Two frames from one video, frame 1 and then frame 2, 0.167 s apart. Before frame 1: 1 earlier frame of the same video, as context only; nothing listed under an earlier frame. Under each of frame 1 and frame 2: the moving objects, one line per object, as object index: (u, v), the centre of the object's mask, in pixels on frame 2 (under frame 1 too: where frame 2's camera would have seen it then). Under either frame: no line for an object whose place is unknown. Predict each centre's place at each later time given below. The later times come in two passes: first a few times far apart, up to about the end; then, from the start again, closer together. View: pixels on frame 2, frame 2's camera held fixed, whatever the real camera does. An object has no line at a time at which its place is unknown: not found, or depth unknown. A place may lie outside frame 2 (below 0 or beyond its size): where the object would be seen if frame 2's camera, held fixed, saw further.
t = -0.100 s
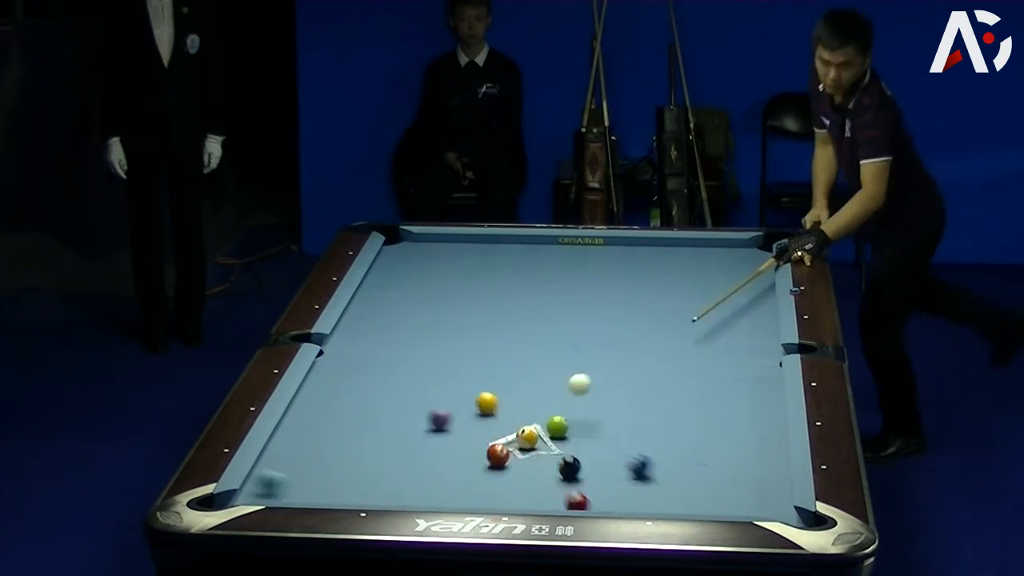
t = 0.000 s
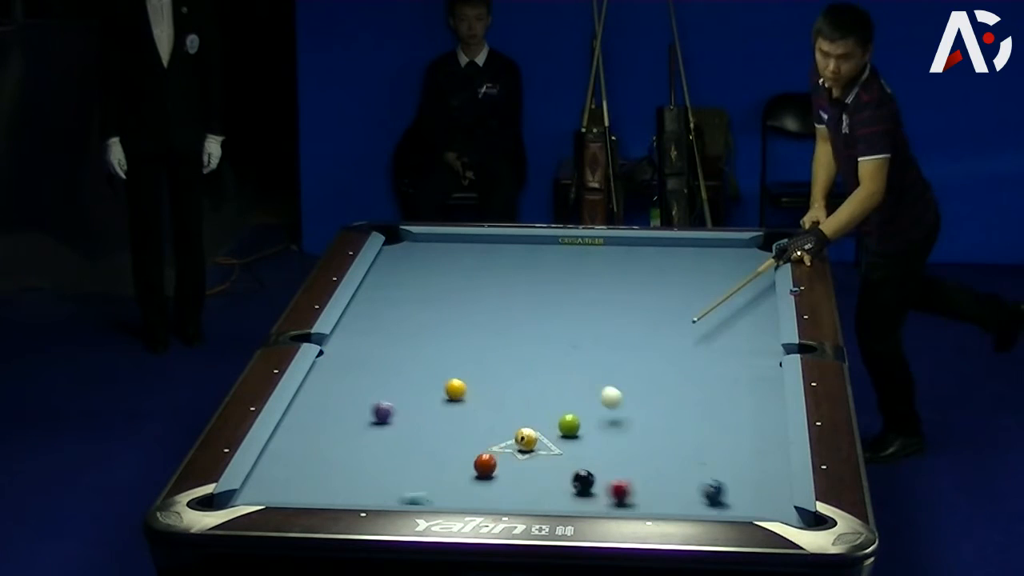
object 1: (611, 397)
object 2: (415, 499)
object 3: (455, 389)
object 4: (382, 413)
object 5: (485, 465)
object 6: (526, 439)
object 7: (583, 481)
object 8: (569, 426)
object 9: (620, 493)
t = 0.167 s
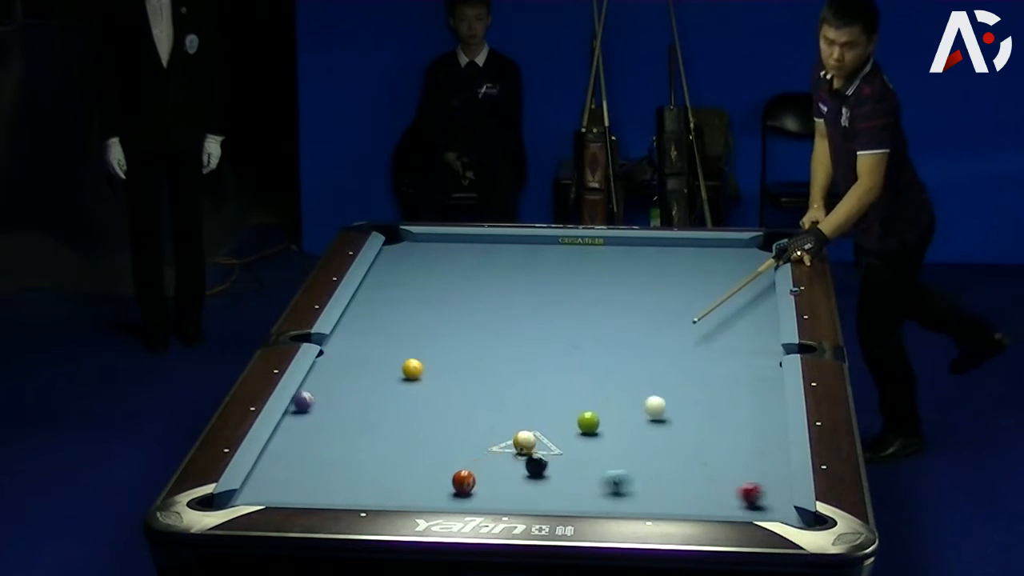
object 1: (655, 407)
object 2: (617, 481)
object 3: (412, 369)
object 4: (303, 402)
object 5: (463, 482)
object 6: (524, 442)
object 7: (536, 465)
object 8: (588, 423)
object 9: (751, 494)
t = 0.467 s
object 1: (710, 418)
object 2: (697, 434)
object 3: (342, 335)
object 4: (395, 382)
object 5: (429, 498)
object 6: (522, 447)
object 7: (480, 448)
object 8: (621, 419)
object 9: (679, 480)
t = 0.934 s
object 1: (773, 436)
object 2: (598, 348)
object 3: (420, 305)
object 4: (522, 354)
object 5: (411, 473)
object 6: (504, 448)
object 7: (404, 427)
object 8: (568, 419)
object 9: (531, 461)
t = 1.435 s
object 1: (737, 444)
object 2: (537, 276)
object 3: (495, 277)
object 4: (641, 327)
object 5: (395, 447)
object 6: (424, 430)
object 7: (333, 408)
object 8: (500, 419)
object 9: (472, 468)
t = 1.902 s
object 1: (710, 450)
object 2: (471, 248)
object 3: (555, 254)
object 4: (739, 305)
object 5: (382, 426)
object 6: (359, 414)
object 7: (322, 396)
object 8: (444, 420)
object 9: (423, 474)
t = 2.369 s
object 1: (687, 456)
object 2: (381, 275)
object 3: (605, 245)
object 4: (735, 289)
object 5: (371, 408)
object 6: (302, 401)
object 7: (359, 390)
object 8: (394, 420)
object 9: (380, 480)
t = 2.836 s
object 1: (670, 461)
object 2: (420, 303)
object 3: (645, 258)
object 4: (694, 278)
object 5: (361, 393)
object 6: (337, 397)
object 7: (390, 384)
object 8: (351, 419)
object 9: (344, 485)
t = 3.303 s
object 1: (658, 465)
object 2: (461, 331)
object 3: (664, 262)
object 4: (677, 275)
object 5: (352, 381)
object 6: (367, 393)
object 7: (415, 381)
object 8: (314, 419)
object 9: (314, 490)
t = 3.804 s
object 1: (652, 467)
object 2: (507, 363)
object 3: (665, 259)
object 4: (679, 280)
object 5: (345, 371)
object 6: (392, 390)
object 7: (436, 377)
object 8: (297, 419)
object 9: (289, 492)
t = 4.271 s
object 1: (652, 468)
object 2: (551, 393)
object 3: (665, 257)
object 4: (681, 284)
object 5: (339, 363)
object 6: (410, 388)
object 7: (450, 375)
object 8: (309, 419)
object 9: (273, 494)
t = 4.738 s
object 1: (652, 468)
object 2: (595, 424)
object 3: (664, 256)
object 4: (683, 288)
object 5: (335, 358)
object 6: (422, 386)
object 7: (459, 374)
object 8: (315, 419)
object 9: (263, 495)
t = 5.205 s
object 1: (652, 468)
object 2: (637, 454)
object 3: (664, 256)
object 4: (683, 288)
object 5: (333, 354)
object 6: (429, 385)
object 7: (463, 373)
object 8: (316, 419)
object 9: (259, 495)
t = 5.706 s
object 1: (659, 486)
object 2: (676, 465)
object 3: (664, 256)
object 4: (684, 288)
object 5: (331, 351)
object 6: (430, 385)
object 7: (463, 373)
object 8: (316, 419)
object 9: (259, 495)
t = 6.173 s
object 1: (666, 503)
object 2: (703, 469)
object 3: (664, 256)
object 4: (684, 288)
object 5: (331, 350)
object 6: (430, 385)
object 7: (463, 373)
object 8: (316, 419)
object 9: (259, 495)
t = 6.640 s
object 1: (672, 505)
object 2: (725, 473)
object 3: (664, 256)
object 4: (684, 289)
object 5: (331, 350)
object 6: (430, 385)
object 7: (463, 373)
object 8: (317, 419)
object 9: (259, 495)
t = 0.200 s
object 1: (663, 408)
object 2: (652, 476)
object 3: (404, 365)
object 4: (311, 400)
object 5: (459, 485)
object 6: (524, 441)
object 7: (528, 462)
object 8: (592, 423)
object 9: (774, 494)
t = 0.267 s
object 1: (677, 410)
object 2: (719, 469)
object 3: (388, 357)
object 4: (336, 395)
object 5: (451, 492)
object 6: (524, 442)
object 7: (515, 458)
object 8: (599, 422)
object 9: (757, 492)
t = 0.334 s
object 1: (689, 413)
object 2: (778, 462)
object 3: (372, 350)
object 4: (357, 391)
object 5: (442, 497)
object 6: (523, 445)
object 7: (503, 455)
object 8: (607, 421)
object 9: (729, 488)
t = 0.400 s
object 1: (699, 415)
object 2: (736, 448)
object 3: (357, 343)
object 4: (376, 387)
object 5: (433, 500)
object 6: (523, 446)
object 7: (491, 451)
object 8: (614, 420)
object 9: (704, 484)
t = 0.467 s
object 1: (710, 418)
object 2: (697, 434)
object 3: (342, 335)
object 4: (395, 382)
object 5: (429, 498)
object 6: (522, 447)
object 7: (480, 448)
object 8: (621, 419)
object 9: (679, 480)
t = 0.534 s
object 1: (720, 421)
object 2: (663, 421)
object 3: (351, 331)
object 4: (414, 378)
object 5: (426, 496)
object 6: (522, 448)
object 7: (468, 445)
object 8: (628, 418)
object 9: (654, 476)
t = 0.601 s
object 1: (730, 423)
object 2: (647, 407)
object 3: (364, 326)
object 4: (433, 374)
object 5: (424, 493)
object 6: (522, 449)
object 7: (457, 442)
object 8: (620, 418)
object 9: (630, 473)
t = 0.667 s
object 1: (741, 426)
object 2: (638, 394)
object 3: (376, 322)
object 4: (452, 369)
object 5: (421, 489)
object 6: (521, 450)
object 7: (446, 439)
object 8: (607, 418)
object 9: (606, 469)
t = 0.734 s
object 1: (751, 429)
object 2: (628, 382)
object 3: (387, 318)
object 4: (469, 366)
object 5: (418, 485)
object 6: (521, 451)
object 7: (436, 436)
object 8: (597, 418)
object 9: (583, 465)
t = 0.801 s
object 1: (761, 431)
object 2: (618, 370)
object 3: (399, 313)
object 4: (487, 361)
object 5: (416, 481)
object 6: (521, 451)
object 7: (425, 433)
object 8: (587, 419)
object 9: (560, 462)
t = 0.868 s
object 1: (771, 434)
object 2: (607, 358)
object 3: (410, 309)
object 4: (504, 357)
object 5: (413, 477)
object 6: (519, 451)
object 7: (414, 430)
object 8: (577, 419)
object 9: (538, 459)
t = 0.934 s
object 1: (773, 436)
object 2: (598, 348)
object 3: (420, 305)
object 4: (522, 354)
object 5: (411, 473)
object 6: (504, 448)
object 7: (404, 427)
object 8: (568, 419)
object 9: (531, 461)
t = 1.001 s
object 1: (767, 437)
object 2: (589, 337)
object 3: (431, 301)
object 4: (539, 350)
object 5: (409, 469)
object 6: (492, 445)
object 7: (394, 424)
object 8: (558, 419)
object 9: (523, 462)
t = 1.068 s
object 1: (762, 438)
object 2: (580, 326)
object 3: (441, 297)
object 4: (555, 346)
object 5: (406, 465)
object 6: (481, 442)
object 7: (384, 421)
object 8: (549, 419)
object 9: (515, 463)
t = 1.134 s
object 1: (758, 439)
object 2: (572, 317)
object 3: (451, 293)
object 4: (571, 342)
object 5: (404, 462)
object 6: (470, 440)
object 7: (375, 419)
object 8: (540, 419)
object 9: (507, 464)
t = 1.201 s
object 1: (753, 440)
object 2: (564, 307)
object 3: (461, 290)
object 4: (587, 339)
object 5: (402, 458)
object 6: (459, 437)
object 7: (365, 416)
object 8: (531, 419)
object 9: (499, 465)
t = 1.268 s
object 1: (748, 441)
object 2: (556, 298)
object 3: (471, 286)
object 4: (603, 336)
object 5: (400, 455)
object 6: (449, 435)
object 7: (356, 414)
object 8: (522, 419)
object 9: (491, 466)
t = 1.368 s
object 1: (741, 443)
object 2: (545, 284)
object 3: (485, 281)
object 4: (626, 331)
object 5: (397, 450)
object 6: (434, 432)
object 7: (342, 410)
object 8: (509, 419)
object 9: (480, 467)
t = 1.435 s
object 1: (737, 444)
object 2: (537, 276)
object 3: (495, 277)
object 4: (641, 327)
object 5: (395, 447)
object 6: (424, 430)
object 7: (333, 408)
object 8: (500, 419)
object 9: (472, 468)
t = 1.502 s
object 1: (733, 445)
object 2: (530, 267)
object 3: (504, 274)
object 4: (656, 324)
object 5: (393, 444)
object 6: (414, 427)
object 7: (325, 406)
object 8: (492, 419)
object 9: (465, 469)
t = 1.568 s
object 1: (729, 446)
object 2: (524, 259)
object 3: (513, 270)
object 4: (670, 320)
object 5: (391, 440)
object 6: (405, 424)
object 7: (316, 403)
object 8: (483, 420)
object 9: (457, 470)
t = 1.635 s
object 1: (725, 447)
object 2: (516, 250)
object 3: (522, 267)
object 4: (685, 317)
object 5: (389, 437)
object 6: (396, 420)
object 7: (307, 401)
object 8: (475, 419)
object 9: (450, 471)
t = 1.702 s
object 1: (721, 448)
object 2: (510, 244)
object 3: (530, 264)
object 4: (699, 314)
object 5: (387, 434)
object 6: (385, 417)
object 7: (304, 399)
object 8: (467, 420)
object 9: (443, 472)
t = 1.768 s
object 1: (717, 449)
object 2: (503, 239)
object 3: (539, 261)
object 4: (712, 311)
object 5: (385, 431)
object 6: (375, 417)
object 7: (311, 398)
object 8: (459, 419)
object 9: (436, 472)
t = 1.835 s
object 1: (713, 449)
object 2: (487, 244)
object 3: (547, 257)
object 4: (726, 308)
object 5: (384, 429)
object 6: (367, 416)
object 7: (316, 397)
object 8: (452, 420)
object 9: (429, 473)
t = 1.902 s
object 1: (710, 450)
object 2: (471, 248)
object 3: (555, 254)
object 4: (739, 305)
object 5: (382, 426)
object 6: (359, 414)
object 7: (322, 396)
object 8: (444, 420)
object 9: (423, 474)
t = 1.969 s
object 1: (706, 451)
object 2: (456, 252)
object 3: (563, 251)
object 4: (753, 302)
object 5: (380, 423)
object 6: (350, 412)
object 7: (328, 395)
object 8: (437, 420)
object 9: (416, 475)
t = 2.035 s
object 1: (703, 452)
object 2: (440, 256)
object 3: (571, 248)
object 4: (765, 299)
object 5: (379, 420)
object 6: (341, 411)
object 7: (333, 393)
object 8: (429, 420)
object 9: (410, 477)
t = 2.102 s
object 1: (699, 453)
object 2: (424, 260)
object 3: (579, 245)
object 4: (761, 297)
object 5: (377, 418)
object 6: (333, 408)
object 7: (340, 391)
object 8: (422, 420)
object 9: (403, 477)
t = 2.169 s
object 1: (696, 454)
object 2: (409, 263)
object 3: (587, 242)
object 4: (754, 295)
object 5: (376, 415)
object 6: (325, 407)
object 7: (344, 392)
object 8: (415, 420)
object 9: (397, 478)
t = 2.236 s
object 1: (693, 455)
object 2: (393, 267)
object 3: (594, 241)
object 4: (748, 293)
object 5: (374, 413)
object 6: (317, 405)
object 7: (349, 391)
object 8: (408, 420)
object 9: (391, 479)
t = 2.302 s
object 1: (690, 455)
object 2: (377, 271)
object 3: (599, 243)
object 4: (741, 291)
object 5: (373, 410)
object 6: (309, 403)
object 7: (354, 390)
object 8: (401, 420)
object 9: (385, 480)
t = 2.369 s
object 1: (687, 456)
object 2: (381, 275)
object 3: (605, 245)
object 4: (735, 289)
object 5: (371, 408)
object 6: (302, 401)
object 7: (359, 390)
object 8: (394, 420)
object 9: (380, 480)
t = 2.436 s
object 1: (684, 457)
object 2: (386, 279)
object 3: (611, 247)
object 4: (729, 287)
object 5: (369, 406)
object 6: (307, 401)
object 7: (363, 387)
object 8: (388, 419)
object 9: (374, 481)
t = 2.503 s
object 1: (682, 458)
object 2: (392, 283)
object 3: (617, 249)
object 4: (723, 285)
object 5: (367, 403)
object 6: (312, 400)
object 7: (369, 385)
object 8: (381, 420)
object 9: (369, 482)
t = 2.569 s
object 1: (679, 459)
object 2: (397, 287)
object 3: (622, 251)
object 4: (717, 284)
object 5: (366, 400)
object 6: (317, 399)
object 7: (374, 385)
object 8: (375, 420)
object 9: (363, 483)
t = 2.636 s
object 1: (677, 459)
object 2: (403, 291)
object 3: (628, 253)
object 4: (712, 282)
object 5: (365, 399)
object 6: (322, 398)
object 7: (378, 386)
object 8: (369, 420)
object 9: (358, 483)
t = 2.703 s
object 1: (675, 460)
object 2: (409, 295)
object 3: (633, 255)
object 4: (706, 280)
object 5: (364, 397)
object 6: (327, 398)
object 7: (382, 386)
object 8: (363, 420)
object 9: (353, 484)
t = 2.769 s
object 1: (672, 460)
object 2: (415, 299)
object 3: (639, 256)
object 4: (700, 279)
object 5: (362, 395)
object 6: (333, 397)
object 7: (386, 385)
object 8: (357, 420)
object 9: (348, 485)
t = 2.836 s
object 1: (670, 461)
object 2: (420, 303)
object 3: (645, 258)
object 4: (694, 278)
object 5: (361, 393)
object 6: (337, 397)
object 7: (390, 384)
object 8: (351, 419)
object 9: (344, 485)
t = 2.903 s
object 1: (668, 462)
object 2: (426, 307)
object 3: (650, 260)
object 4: (690, 276)
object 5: (360, 391)
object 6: (342, 396)
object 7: (394, 384)
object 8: (345, 420)
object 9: (339, 486)
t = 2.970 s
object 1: (666, 462)
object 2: (432, 311)
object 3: (656, 262)
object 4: (684, 274)
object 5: (361, 388)
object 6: (346, 395)
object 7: (398, 383)
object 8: (340, 420)
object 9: (334, 487)
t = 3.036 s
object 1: (665, 463)
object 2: (438, 315)
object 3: (661, 264)
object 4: (679, 273)
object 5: (360, 385)
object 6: (351, 395)
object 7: (401, 383)
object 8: (334, 420)
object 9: (330, 488)
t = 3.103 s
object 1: (663, 463)
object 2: (443, 319)
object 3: (664, 264)
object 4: (675, 271)
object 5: (357, 381)
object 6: (355, 394)
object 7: (405, 382)
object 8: (329, 420)
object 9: (326, 488)
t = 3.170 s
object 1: (661, 464)
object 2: (449, 323)
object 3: (664, 263)
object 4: (676, 273)
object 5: (353, 381)
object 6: (359, 394)
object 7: (409, 382)
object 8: (324, 420)
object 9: (321, 489)
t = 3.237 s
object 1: (660, 464)
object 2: (455, 327)
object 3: (664, 263)
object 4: (677, 274)
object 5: (352, 381)
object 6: (364, 393)
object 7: (412, 381)
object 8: (319, 420)
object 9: (318, 490)
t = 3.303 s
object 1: (658, 465)
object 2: (461, 331)
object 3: (664, 262)
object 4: (677, 275)
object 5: (352, 381)
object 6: (367, 393)
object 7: (415, 381)
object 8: (314, 419)
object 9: (314, 490)
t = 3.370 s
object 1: (657, 465)
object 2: (467, 336)
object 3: (664, 262)
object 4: (677, 275)
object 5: (351, 380)
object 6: (371, 392)
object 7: (419, 380)
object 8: (309, 419)
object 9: (310, 490)
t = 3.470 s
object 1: (656, 466)
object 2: (476, 342)
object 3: (665, 261)
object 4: (678, 276)
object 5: (350, 378)
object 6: (376, 391)
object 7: (423, 379)
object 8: (302, 419)
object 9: (305, 491)
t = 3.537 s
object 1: (655, 466)
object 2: (482, 346)
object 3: (665, 261)
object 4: (678, 277)
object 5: (349, 376)
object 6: (380, 391)
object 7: (426, 379)
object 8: (298, 419)
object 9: (302, 491)
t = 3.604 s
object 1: (654, 467)
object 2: (488, 350)
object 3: (665, 260)
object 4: (679, 278)
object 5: (348, 375)
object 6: (383, 391)
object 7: (429, 379)
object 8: (293, 419)
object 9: (298, 492)
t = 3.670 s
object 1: (654, 467)
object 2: (495, 354)
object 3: (666, 260)
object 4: (679, 278)
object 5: (347, 373)
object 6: (386, 390)
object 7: (431, 378)
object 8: (293, 419)
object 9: (295, 492)
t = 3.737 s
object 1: (653, 467)
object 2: (501, 358)
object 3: (665, 260)
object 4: (679, 279)
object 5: (346, 372)
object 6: (389, 390)
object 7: (434, 378)
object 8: (295, 419)
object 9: (292, 492)
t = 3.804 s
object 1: (652, 467)
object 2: (507, 363)
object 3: (665, 259)
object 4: (679, 280)
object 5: (345, 371)
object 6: (392, 390)
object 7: (436, 377)
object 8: (297, 419)
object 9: (289, 492)
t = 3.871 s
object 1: (652, 468)
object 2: (513, 367)
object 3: (665, 259)
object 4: (680, 281)
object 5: (344, 369)
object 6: (395, 389)
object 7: (439, 377)
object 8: (299, 419)
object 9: (287, 492)
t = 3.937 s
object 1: (652, 468)
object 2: (519, 371)
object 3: (666, 259)
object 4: (680, 282)
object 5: (343, 368)
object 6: (398, 389)
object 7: (441, 377)
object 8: (301, 419)
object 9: (284, 493)
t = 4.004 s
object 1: (652, 468)
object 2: (526, 376)
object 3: (665, 258)
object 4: (680, 282)
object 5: (343, 367)
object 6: (401, 389)
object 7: (443, 376)
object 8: (303, 419)
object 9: (282, 493)
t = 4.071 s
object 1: (651, 468)
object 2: (532, 380)
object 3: (666, 258)
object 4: (681, 283)
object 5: (342, 366)
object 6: (403, 389)
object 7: (445, 376)
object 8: (304, 419)
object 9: (279, 493)
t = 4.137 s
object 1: (652, 468)
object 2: (538, 384)
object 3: (665, 258)
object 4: (681, 283)
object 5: (341, 365)
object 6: (405, 388)
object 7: (447, 376)
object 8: (306, 419)
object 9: (277, 493)
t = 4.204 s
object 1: (652, 468)
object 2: (544, 389)
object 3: (665, 257)
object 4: (681, 284)
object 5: (340, 364)
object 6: (408, 388)
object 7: (449, 376)
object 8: (308, 419)
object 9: (275, 493)
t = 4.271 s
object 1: (652, 468)
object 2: (551, 393)
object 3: (665, 257)
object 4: (681, 284)
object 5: (339, 363)
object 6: (410, 388)
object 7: (450, 375)
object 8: (309, 419)
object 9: (273, 494)
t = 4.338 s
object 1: (652, 468)
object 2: (557, 397)
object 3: (665, 257)
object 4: (682, 285)
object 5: (339, 363)
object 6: (412, 387)
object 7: (452, 375)
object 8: (310, 419)
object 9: (271, 494)
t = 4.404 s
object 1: (652, 468)
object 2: (564, 401)
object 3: (665, 256)
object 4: (682, 285)
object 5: (338, 362)
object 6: (414, 387)
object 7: (454, 375)
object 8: (311, 419)
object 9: (269, 494)
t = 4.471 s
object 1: (652, 468)
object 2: (570, 406)
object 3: (665, 256)
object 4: (683, 286)
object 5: (338, 361)
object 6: (415, 387)
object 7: (455, 374)
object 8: (312, 419)
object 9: (268, 494)
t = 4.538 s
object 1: (652, 468)
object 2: (576, 410)
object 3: (665, 256)
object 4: (683, 287)
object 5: (337, 360)
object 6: (417, 387)
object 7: (456, 375)
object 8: (313, 419)
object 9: (266, 494)
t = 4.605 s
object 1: (652, 468)
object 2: (582, 415)
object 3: (664, 256)
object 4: (683, 287)
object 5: (336, 359)
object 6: (419, 387)
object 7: (457, 374)
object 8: (314, 419)
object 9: (265, 494)
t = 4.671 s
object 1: (652, 468)
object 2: (588, 419)
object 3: (664, 256)
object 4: (683, 287)
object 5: (336, 358)
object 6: (420, 386)
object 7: (458, 374)
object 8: (315, 419)
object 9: (264, 494)
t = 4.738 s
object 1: (652, 468)
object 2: (595, 424)
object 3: (664, 256)
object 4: (683, 288)
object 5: (335, 358)
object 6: (422, 386)
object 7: (459, 374)
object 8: (315, 419)
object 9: (263, 495)
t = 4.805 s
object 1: (652, 468)
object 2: (601, 428)
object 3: (664, 256)
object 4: (683, 288)
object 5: (335, 357)
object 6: (423, 386)
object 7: (460, 374)
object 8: (316, 419)
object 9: (262, 495)
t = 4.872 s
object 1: (652, 468)
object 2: (607, 432)
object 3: (664, 256)
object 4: (683, 288)
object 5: (335, 356)
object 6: (424, 386)
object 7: (461, 374)
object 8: (316, 419)
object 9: (261, 495)
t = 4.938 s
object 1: (652, 468)
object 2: (614, 437)
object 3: (664, 256)
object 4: (683, 288)
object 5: (334, 356)
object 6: (425, 386)
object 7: (461, 373)
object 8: (316, 419)
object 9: (260, 495)
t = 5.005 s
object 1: (652, 468)
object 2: (620, 441)
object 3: (664, 256)
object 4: (683, 288)
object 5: (334, 355)
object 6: (426, 386)
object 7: (462, 373)
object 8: (316, 419)
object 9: (260, 495)
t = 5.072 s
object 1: (652, 468)
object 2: (627, 446)
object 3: (664, 256)
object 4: (683, 288)
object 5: (334, 355)
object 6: (427, 386)
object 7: (462, 373)
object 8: (316, 419)
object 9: (260, 495)
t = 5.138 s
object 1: (652, 468)
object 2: (633, 450)
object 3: (664, 256)
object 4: (683, 288)
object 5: (333, 354)
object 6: (428, 385)
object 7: (463, 373)
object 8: (316, 419)
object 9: (259, 495)
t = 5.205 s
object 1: (652, 468)
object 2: (637, 454)
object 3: (664, 256)
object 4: (683, 288)
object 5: (333, 354)
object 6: (429, 385)
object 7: (463, 373)
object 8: (316, 419)
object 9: (259, 495)
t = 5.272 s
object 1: (652, 468)
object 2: (643, 455)
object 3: (664, 256)
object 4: (684, 288)
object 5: (333, 353)
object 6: (429, 385)
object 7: (463, 373)
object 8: (316, 419)
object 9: (259, 495)
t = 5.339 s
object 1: (653, 470)
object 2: (650, 455)
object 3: (664, 256)
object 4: (684, 288)
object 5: (332, 353)
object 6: (429, 385)
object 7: (463, 373)
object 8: (316, 419)
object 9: (259, 495)
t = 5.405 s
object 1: (654, 474)
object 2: (656, 457)
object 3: (664, 256)
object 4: (684, 288)
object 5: (332, 353)
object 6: (430, 385)
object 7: (463, 373)
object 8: (316, 419)
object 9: (259, 495)
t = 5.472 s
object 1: (655, 477)
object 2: (662, 459)
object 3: (664, 256)
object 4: (684, 288)
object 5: (332, 352)
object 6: (430, 385)
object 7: (463, 373)
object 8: (316, 419)
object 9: (259, 495)
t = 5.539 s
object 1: (656, 480)
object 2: (667, 462)
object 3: (664, 256)
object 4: (684, 288)
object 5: (331, 352)
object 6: (430, 385)
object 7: (463, 373)
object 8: (316, 419)
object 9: (259, 495)
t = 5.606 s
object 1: (657, 482)
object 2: (671, 463)
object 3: (664, 256)
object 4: (684, 288)
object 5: (331, 351)
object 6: (430, 385)
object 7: (463, 373)
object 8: (316, 419)
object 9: (259, 495)
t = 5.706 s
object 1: (659, 486)
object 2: (676, 465)
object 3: (664, 256)
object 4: (684, 288)
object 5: (331, 351)
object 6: (430, 385)
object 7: (463, 373)
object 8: (316, 419)
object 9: (259, 495)
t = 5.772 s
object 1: (660, 489)
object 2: (680, 465)
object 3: (664, 256)
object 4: (684, 288)
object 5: (331, 351)
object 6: (430, 385)
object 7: (463, 373)
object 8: (316, 419)
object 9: (259, 495)
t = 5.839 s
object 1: (661, 492)
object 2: (685, 466)
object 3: (664, 256)
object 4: (684, 288)
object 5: (331, 350)
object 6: (430, 385)
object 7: (463, 373)
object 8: (316, 419)
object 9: (259, 495)
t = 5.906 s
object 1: (662, 494)
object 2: (689, 467)
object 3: (664, 256)
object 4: (684, 288)
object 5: (331, 350)
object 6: (430, 385)
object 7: (463, 373)
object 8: (316, 419)
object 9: (259, 495)
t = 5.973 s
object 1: (663, 496)
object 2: (692, 468)
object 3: (664, 256)
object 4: (684, 288)
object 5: (331, 350)
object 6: (430, 385)
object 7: (463, 373)
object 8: (316, 419)
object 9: (259, 495)
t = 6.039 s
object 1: (665, 500)
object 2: (696, 469)
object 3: (664, 256)
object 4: (684, 288)
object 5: (331, 350)
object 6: (430, 385)
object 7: (463, 373)
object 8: (316, 419)
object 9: (259, 495)
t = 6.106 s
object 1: (665, 501)
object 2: (699, 469)
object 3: (664, 256)
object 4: (684, 288)
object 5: (331, 350)
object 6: (430, 385)
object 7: (463, 373)
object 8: (316, 419)
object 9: (259, 495)
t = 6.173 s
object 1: (666, 503)
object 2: (703, 469)
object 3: (664, 256)
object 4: (684, 288)
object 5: (331, 350)
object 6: (430, 385)
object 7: (463, 373)
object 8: (316, 419)
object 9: (259, 495)
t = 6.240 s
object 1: (667, 504)
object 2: (707, 470)
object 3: (664, 256)
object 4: (684, 288)
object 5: (331, 350)
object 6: (430, 385)
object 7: (463, 373)
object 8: (316, 419)
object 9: (259, 495)
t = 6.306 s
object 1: (668, 505)
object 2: (710, 471)
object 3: (664, 256)
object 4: (684, 289)
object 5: (331, 350)
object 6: (430, 385)
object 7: (463, 373)
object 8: (316, 419)
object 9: (259, 495)
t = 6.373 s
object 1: (669, 506)
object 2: (713, 471)
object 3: (664, 256)
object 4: (684, 289)
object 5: (331, 350)
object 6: (430, 385)
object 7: (463, 373)
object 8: (316, 419)
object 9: (259, 495)
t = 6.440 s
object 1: (670, 507)
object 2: (716, 472)
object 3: (664, 256)
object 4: (684, 289)
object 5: (331, 350)
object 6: (430, 385)
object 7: (463, 373)
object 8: (316, 419)
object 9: (259, 495)
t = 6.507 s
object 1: (671, 506)
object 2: (719, 472)
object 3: (664, 256)
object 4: (684, 289)
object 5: (331, 350)
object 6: (430, 385)
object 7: (463, 373)
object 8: (316, 419)
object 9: (259, 495)
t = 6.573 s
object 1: (671, 506)
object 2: (722, 473)
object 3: (664, 256)
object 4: (684, 289)
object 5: (331, 350)
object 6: (430, 385)
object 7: (463, 373)
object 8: (316, 419)
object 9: (259, 495)
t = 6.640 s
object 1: (672, 505)
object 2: (725, 473)
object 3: (664, 256)
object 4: (684, 289)
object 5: (331, 350)
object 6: (430, 385)
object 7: (463, 373)
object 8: (317, 419)
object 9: (259, 495)
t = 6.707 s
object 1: (673, 505)
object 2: (727, 474)
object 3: (664, 256)
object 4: (685, 289)
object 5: (331, 350)
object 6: (430, 386)
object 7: (463, 373)
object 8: (317, 419)
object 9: (260, 495)
